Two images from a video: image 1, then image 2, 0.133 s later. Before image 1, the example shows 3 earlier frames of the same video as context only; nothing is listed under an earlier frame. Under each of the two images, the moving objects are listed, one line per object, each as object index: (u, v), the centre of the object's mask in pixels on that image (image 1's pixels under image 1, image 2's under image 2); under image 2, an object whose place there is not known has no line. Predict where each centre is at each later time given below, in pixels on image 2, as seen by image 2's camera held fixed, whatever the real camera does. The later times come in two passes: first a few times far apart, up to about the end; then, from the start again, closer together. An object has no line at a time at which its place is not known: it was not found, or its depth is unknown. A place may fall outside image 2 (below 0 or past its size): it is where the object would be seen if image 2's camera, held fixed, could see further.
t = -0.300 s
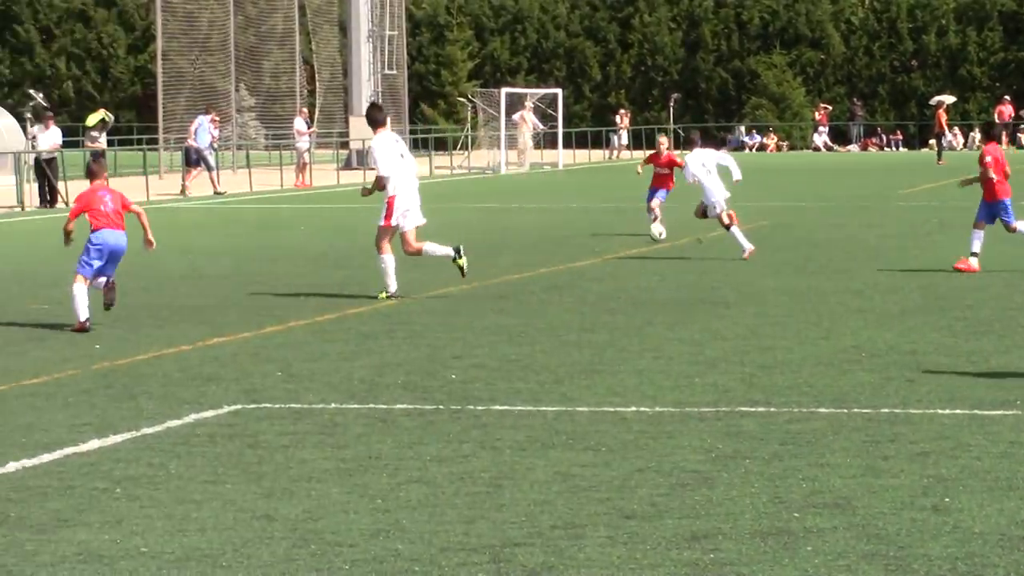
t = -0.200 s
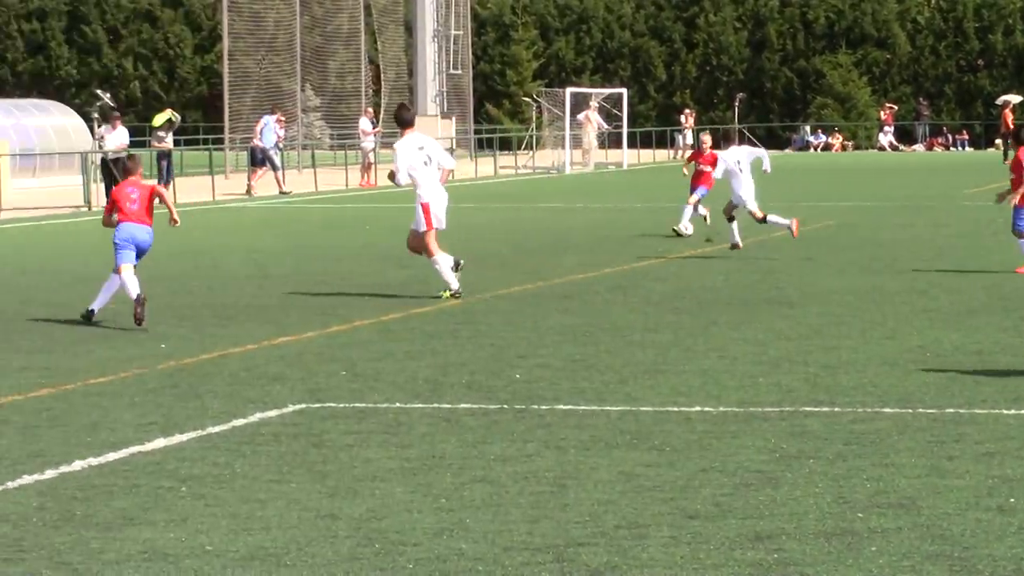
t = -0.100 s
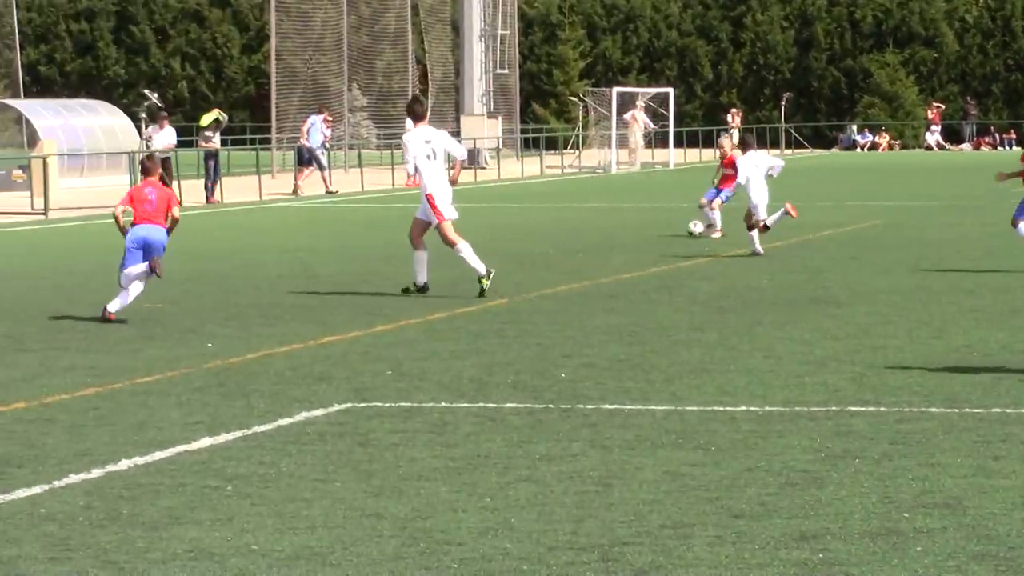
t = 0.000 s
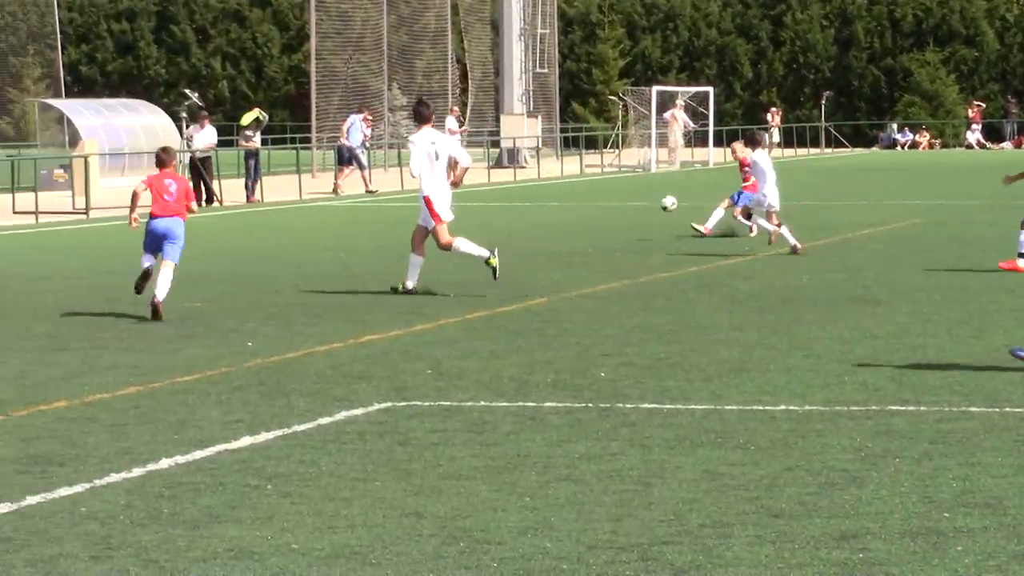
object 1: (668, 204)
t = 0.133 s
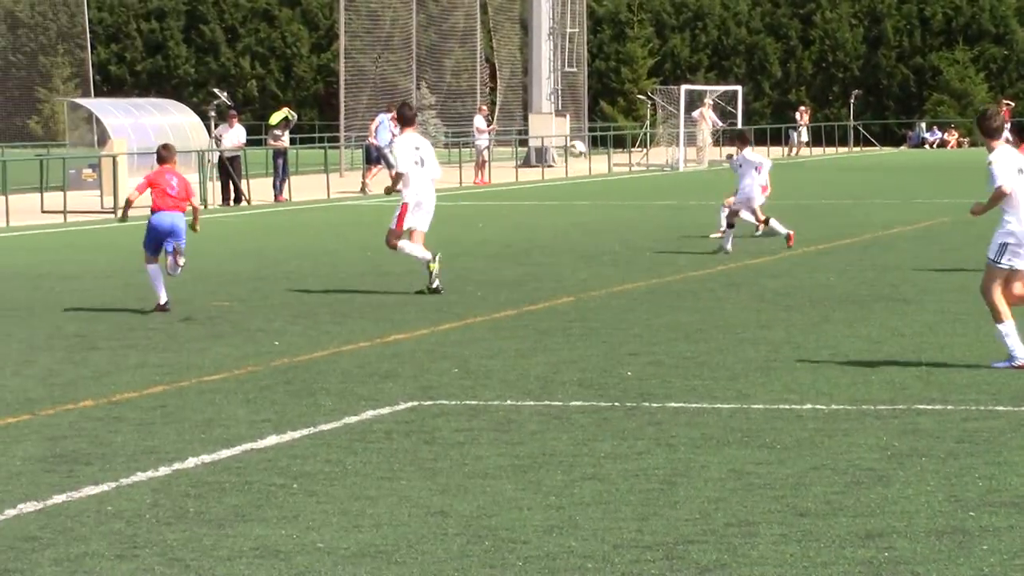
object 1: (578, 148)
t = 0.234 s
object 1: (483, 113)
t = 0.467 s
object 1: (245, 43)
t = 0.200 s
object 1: (515, 123)
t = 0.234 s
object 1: (483, 113)
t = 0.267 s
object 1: (450, 101)
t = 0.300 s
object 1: (417, 90)
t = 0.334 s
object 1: (384, 80)
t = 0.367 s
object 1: (350, 69)
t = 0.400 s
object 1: (315, 60)
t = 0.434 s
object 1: (280, 51)
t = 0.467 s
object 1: (245, 43)
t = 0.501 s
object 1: (209, 35)
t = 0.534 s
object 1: (172, 28)
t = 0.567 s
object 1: (135, 20)
